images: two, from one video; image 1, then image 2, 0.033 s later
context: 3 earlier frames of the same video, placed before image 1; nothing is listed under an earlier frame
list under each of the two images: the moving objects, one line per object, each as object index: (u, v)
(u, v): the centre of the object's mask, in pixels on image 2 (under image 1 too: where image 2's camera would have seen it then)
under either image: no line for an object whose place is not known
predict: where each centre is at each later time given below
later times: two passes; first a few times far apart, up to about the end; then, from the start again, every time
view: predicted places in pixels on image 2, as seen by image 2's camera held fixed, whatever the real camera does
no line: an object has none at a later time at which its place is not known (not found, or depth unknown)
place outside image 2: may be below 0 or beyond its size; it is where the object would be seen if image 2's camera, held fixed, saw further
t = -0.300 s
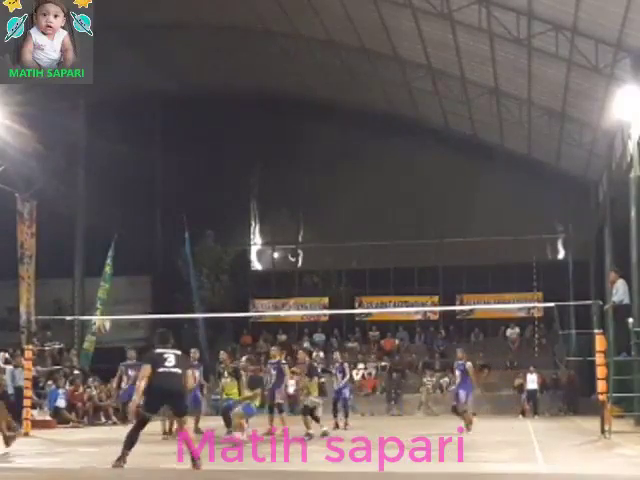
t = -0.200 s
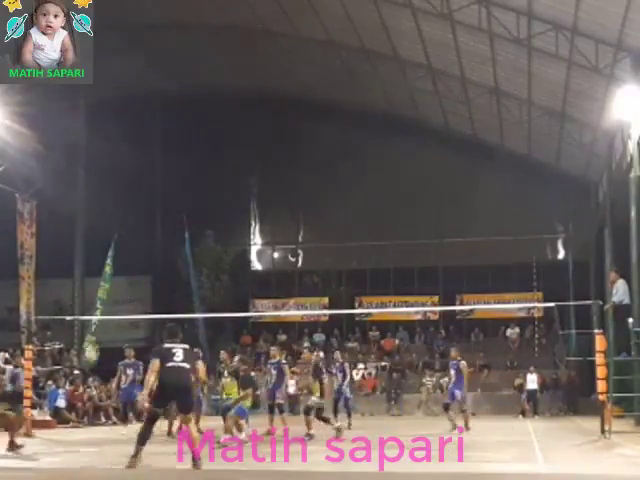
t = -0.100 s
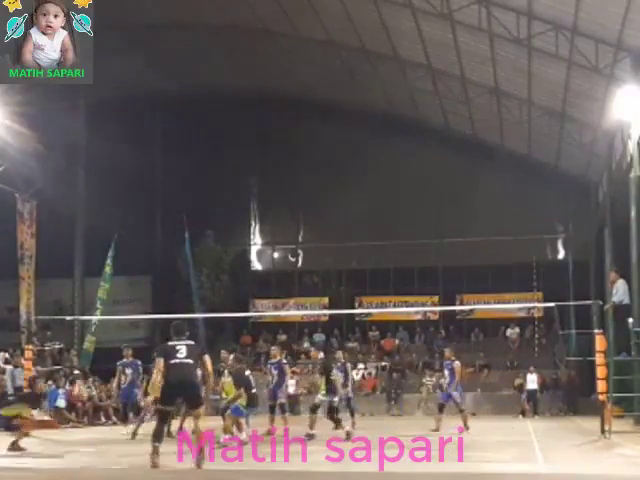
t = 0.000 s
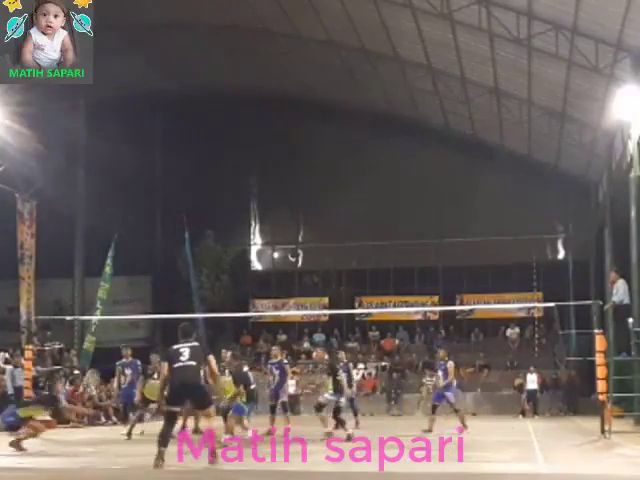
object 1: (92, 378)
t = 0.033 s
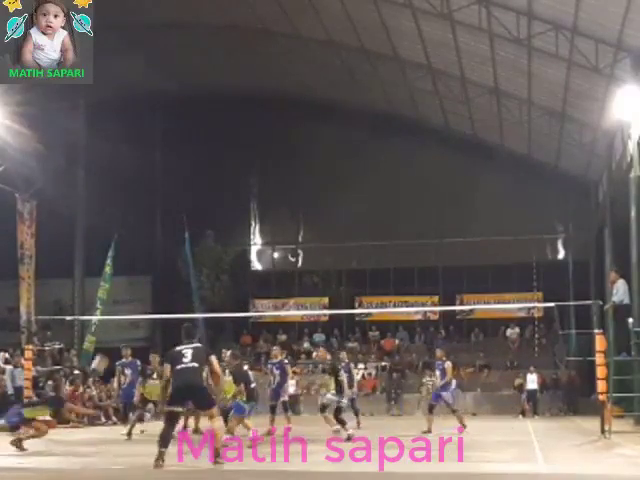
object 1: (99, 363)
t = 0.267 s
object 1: (152, 281)
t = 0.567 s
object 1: (213, 228)
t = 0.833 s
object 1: (262, 225)
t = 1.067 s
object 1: (302, 255)
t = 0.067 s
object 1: (106, 351)
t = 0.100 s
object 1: (114, 337)
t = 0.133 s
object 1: (122, 324)
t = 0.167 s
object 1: (131, 309)
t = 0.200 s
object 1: (138, 300)
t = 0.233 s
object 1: (145, 291)
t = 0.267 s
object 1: (152, 281)
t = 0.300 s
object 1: (159, 272)
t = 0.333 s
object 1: (166, 264)
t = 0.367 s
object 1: (174, 257)
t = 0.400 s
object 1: (181, 250)
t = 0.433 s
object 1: (187, 245)
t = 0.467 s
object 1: (193, 239)
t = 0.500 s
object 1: (200, 235)
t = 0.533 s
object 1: (207, 231)
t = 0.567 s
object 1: (213, 228)
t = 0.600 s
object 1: (220, 226)
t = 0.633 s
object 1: (226, 224)
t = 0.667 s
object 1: (232, 222)
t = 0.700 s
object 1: (238, 222)
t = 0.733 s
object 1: (245, 222)
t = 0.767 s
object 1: (249, 222)
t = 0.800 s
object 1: (256, 223)
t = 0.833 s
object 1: (262, 225)
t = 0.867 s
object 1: (268, 229)
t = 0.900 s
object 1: (273, 231)
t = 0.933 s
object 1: (279, 234)
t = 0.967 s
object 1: (285, 238)
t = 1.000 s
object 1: (291, 243)
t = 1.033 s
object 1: (296, 249)
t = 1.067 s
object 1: (302, 255)
